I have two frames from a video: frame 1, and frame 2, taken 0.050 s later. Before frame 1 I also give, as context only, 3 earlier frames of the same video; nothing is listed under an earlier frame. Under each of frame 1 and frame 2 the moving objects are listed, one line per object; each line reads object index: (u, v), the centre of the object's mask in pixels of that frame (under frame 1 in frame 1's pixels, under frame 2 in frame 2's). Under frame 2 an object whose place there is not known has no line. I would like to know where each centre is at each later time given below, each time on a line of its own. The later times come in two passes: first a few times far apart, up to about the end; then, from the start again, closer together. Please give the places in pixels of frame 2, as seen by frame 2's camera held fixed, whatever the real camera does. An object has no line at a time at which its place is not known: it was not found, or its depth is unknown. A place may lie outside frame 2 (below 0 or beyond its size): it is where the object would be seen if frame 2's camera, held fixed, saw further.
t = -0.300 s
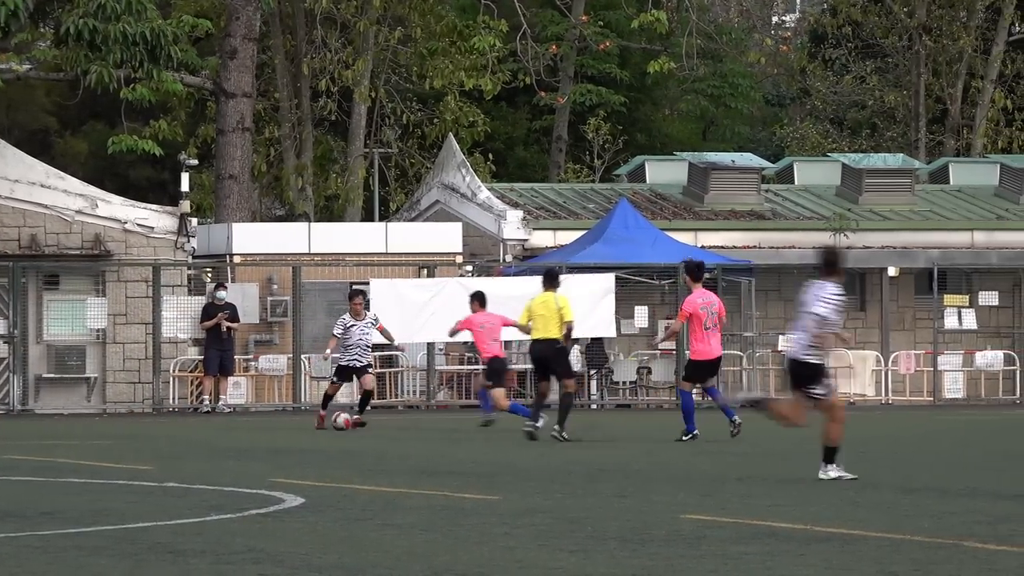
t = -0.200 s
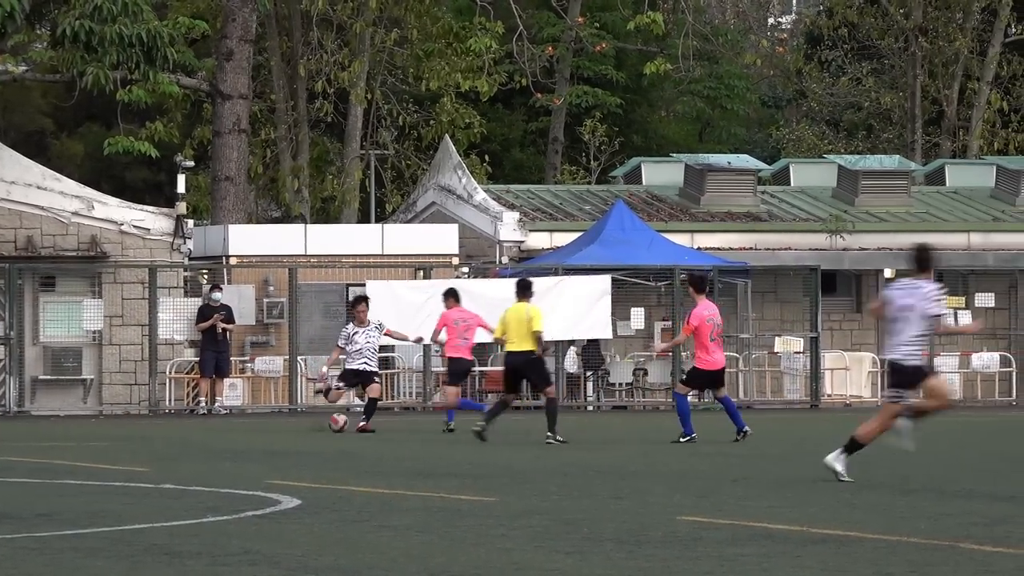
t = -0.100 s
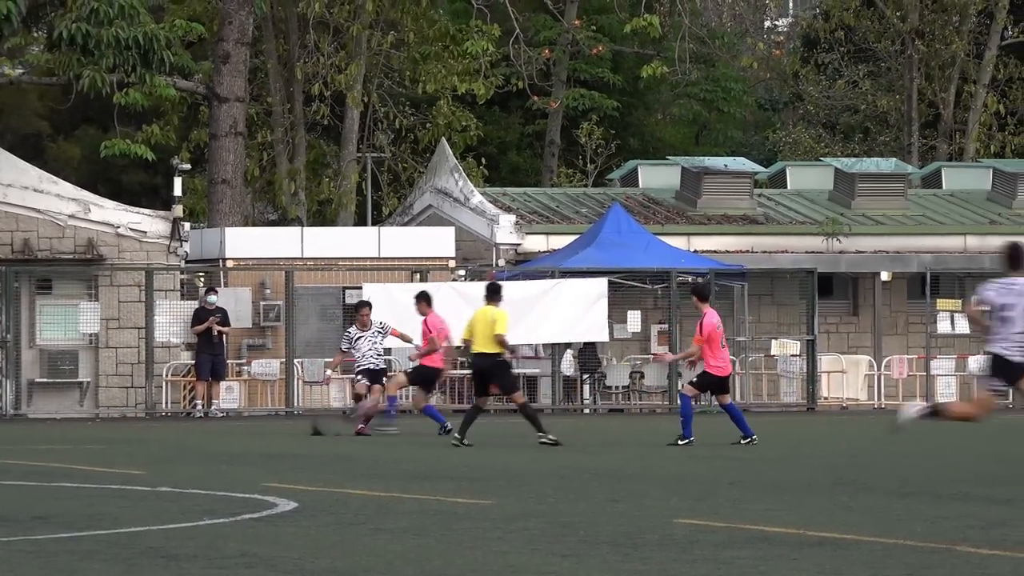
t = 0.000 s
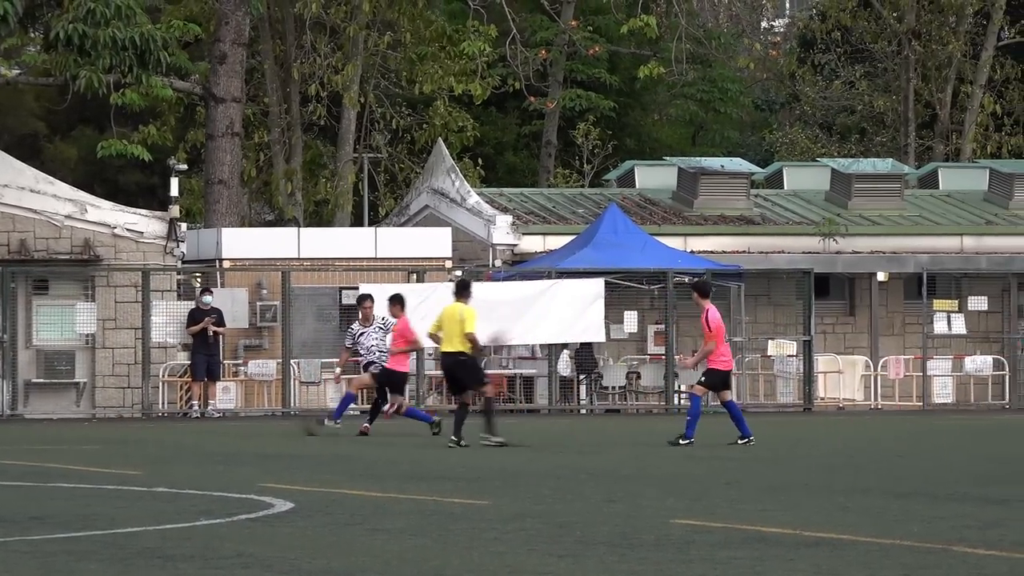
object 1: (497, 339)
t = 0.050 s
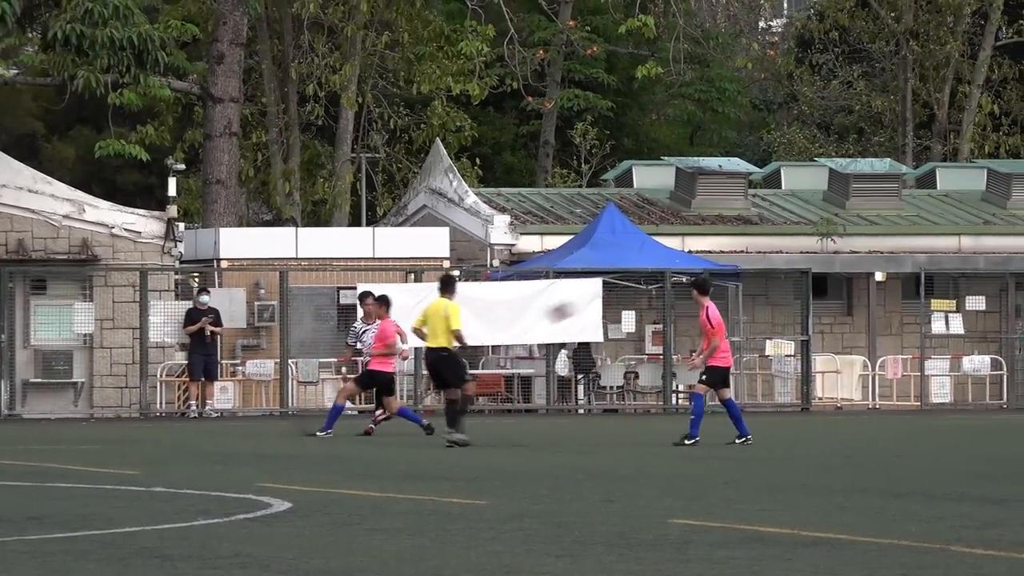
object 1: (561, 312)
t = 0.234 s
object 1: (820, 205)
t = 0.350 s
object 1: (1004, 148)
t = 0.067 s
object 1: (583, 301)
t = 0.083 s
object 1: (607, 289)
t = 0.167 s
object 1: (722, 242)
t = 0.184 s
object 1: (747, 232)
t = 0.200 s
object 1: (769, 223)
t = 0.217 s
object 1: (795, 214)
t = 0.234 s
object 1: (820, 205)
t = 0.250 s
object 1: (842, 197)
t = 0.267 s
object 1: (869, 189)
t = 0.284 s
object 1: (896, 180)
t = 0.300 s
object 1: (923, 171)
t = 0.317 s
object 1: (949, 163)
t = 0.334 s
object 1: (976, 155)
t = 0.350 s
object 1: (1004, 148)
